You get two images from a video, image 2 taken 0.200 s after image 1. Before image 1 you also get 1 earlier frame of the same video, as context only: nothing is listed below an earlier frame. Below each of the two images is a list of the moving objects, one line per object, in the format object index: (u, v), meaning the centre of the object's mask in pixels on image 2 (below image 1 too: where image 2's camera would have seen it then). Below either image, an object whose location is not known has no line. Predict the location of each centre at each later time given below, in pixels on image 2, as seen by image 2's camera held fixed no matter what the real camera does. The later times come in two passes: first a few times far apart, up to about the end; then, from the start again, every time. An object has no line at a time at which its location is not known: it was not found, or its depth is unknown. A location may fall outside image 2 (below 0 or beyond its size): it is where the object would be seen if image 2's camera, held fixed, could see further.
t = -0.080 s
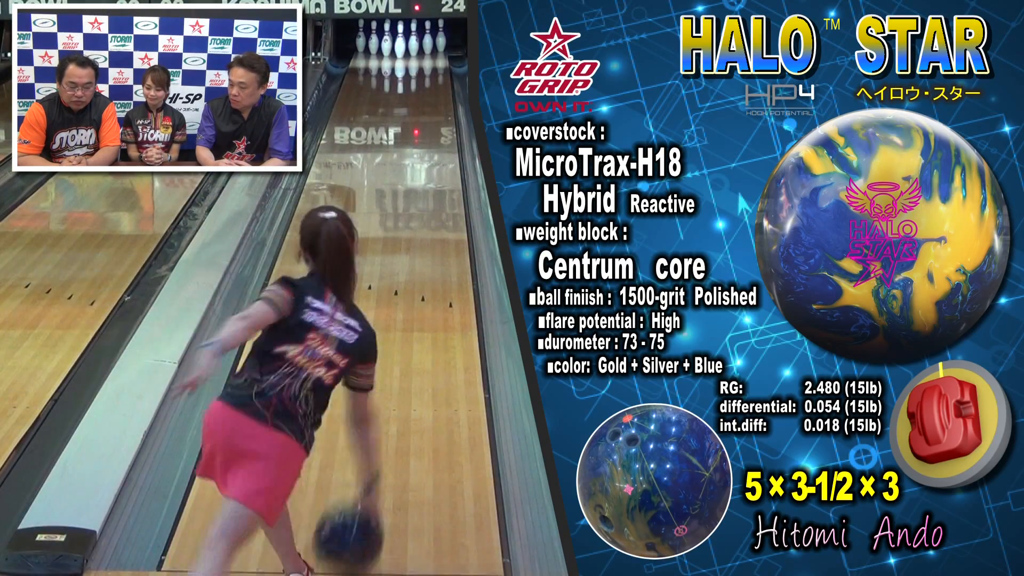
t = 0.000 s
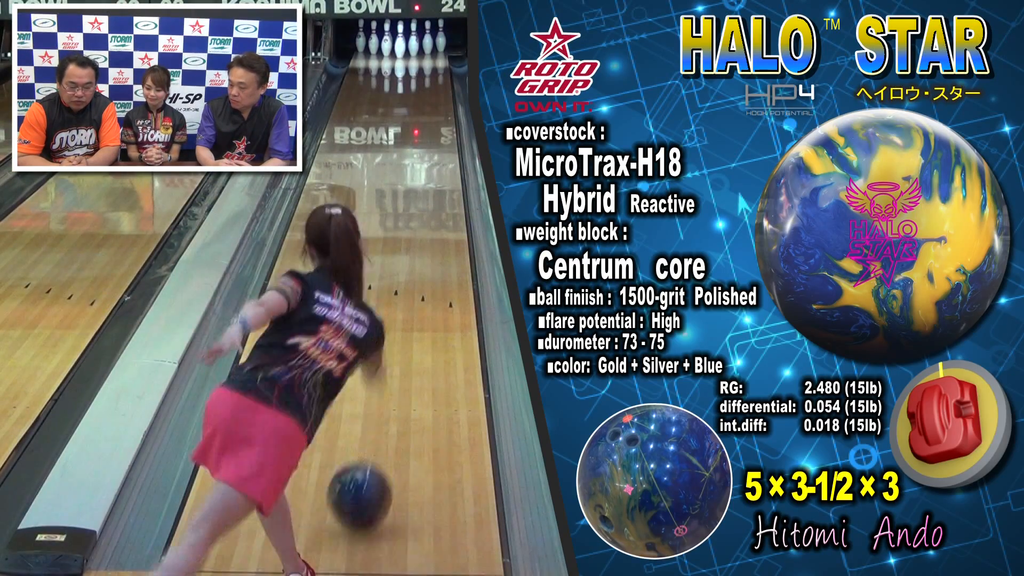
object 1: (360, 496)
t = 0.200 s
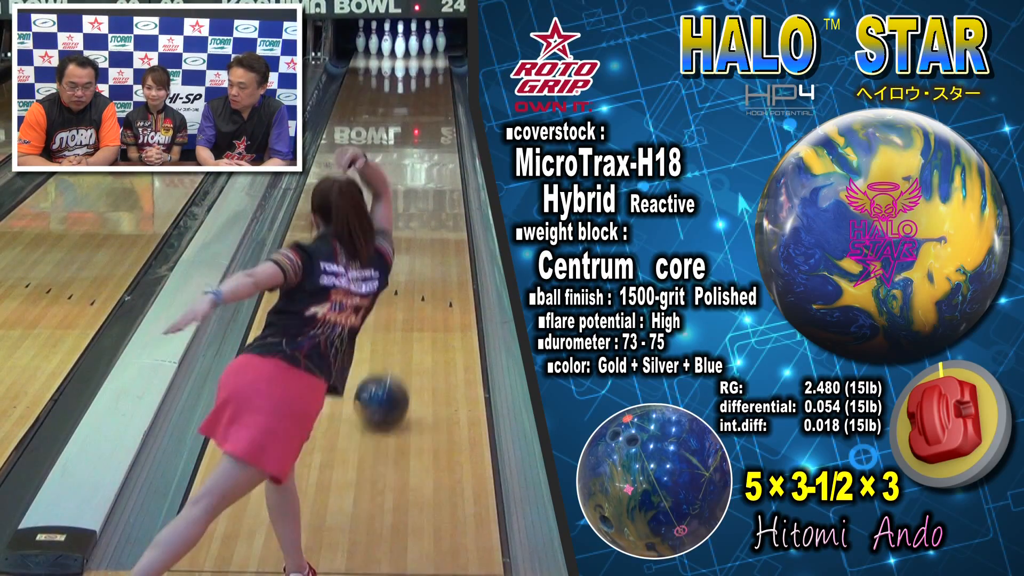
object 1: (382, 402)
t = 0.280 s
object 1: (388, 372)
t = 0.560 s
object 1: (406, 284)
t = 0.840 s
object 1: (417, 223)
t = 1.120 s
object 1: (426, 179)
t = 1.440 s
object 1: (432, 139)
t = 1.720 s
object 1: (434, 112)
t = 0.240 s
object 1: (385, 385)
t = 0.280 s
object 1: (388, 372)
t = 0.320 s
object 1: (391, 357)
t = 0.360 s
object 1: (393, 343)
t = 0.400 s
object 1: (396, 331)
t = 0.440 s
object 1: (399, 317)
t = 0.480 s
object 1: (402, 306)
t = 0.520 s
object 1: (404, 294)
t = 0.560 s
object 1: (406, 284)
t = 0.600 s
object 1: (408, 275)
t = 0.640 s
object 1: (412, 264)
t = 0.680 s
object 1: (413, 255)
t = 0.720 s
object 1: (413, 247)
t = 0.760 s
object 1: (415, 238)
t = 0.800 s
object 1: (416, 231)
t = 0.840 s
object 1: (417, 223)
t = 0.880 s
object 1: (419, 216)
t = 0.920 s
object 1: (420, 209)
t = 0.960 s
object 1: (421, 202)
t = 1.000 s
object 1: (422, 196)
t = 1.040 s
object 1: (424, 190)
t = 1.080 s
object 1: (425, 184)
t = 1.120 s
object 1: (426, 179)
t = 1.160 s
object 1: (427, 172)
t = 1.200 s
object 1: (428, 167)
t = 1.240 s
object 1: (429, 162)
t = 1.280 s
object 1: (429, 157)
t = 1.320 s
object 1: (430, 152)
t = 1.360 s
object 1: (431, 147)
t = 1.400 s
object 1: (432, 142)
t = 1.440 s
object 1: (432, 139)
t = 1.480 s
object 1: (432, 134)
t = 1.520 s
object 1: (433, 131)
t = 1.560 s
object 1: (434, 127)
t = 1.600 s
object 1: (434, 123)
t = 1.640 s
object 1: (434, 119)
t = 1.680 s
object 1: (435, 115)
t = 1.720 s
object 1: (434, 112)
